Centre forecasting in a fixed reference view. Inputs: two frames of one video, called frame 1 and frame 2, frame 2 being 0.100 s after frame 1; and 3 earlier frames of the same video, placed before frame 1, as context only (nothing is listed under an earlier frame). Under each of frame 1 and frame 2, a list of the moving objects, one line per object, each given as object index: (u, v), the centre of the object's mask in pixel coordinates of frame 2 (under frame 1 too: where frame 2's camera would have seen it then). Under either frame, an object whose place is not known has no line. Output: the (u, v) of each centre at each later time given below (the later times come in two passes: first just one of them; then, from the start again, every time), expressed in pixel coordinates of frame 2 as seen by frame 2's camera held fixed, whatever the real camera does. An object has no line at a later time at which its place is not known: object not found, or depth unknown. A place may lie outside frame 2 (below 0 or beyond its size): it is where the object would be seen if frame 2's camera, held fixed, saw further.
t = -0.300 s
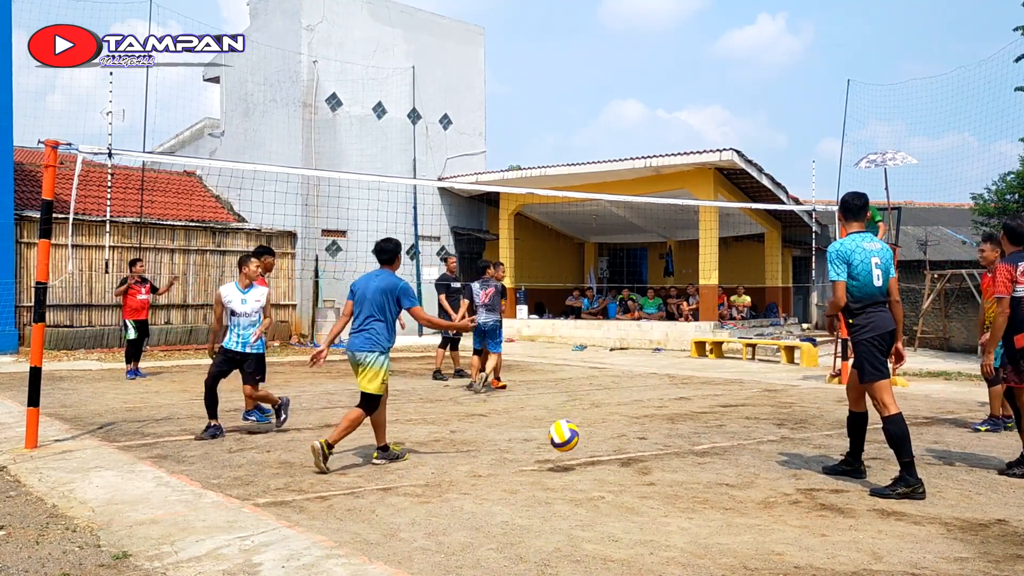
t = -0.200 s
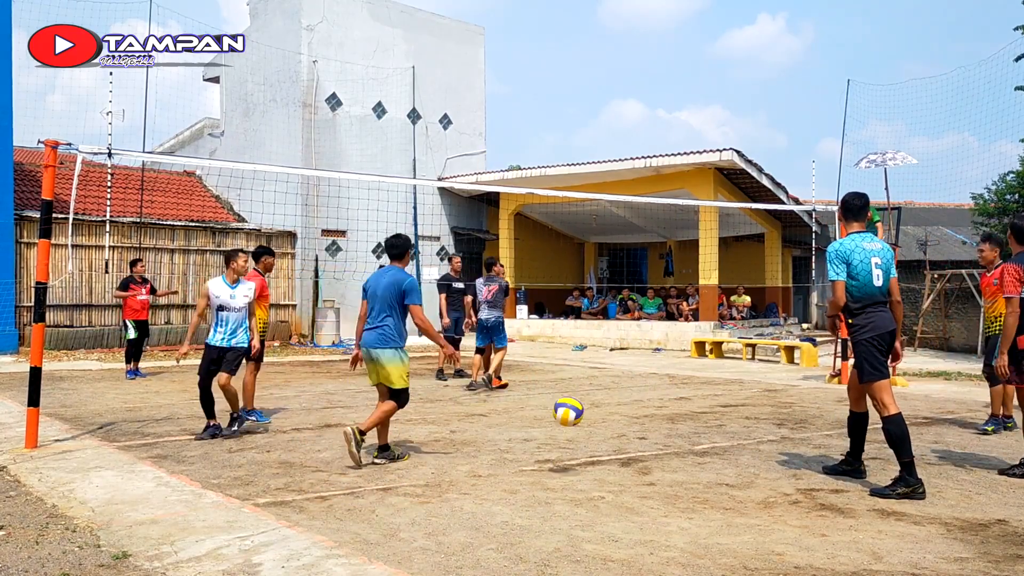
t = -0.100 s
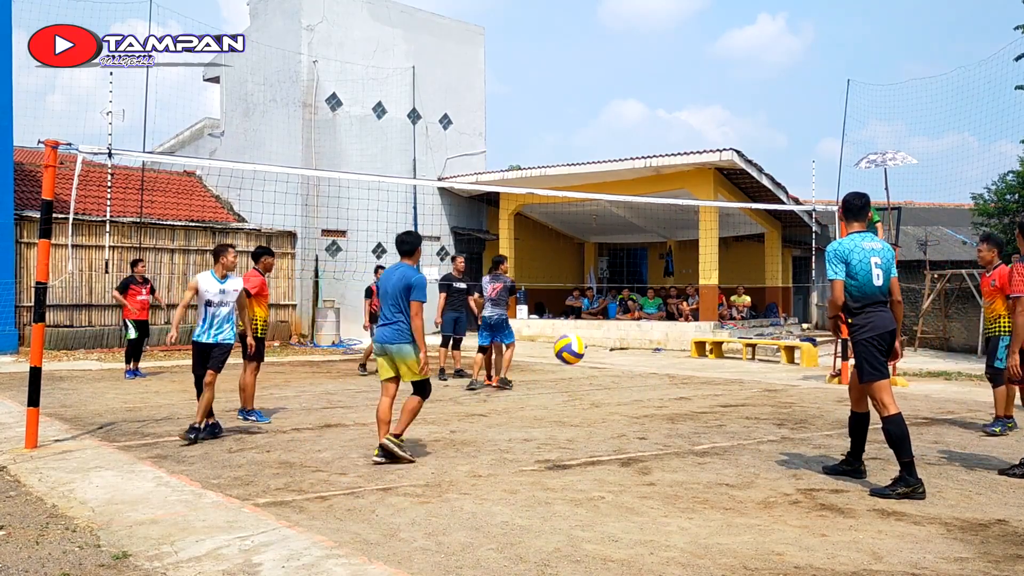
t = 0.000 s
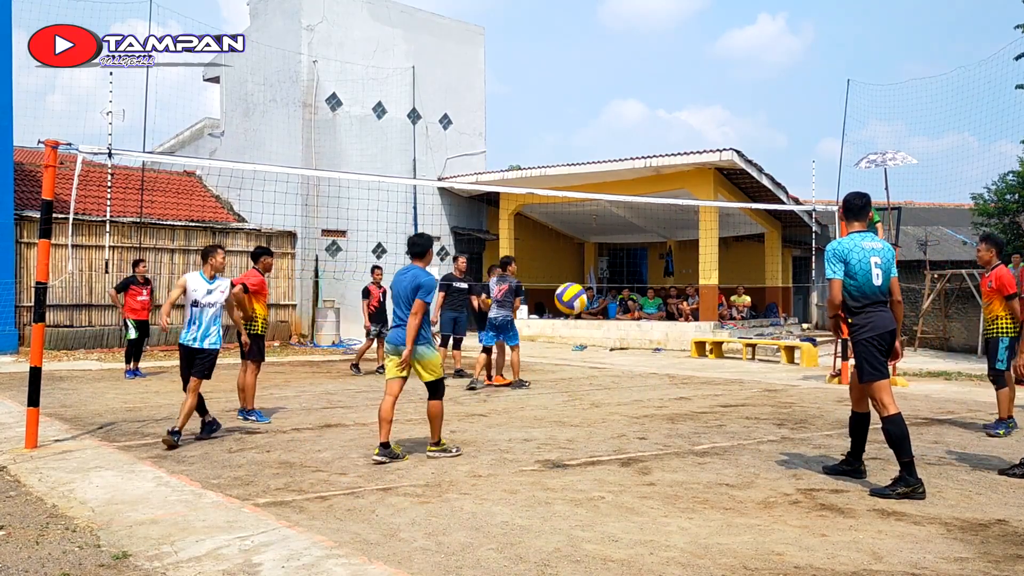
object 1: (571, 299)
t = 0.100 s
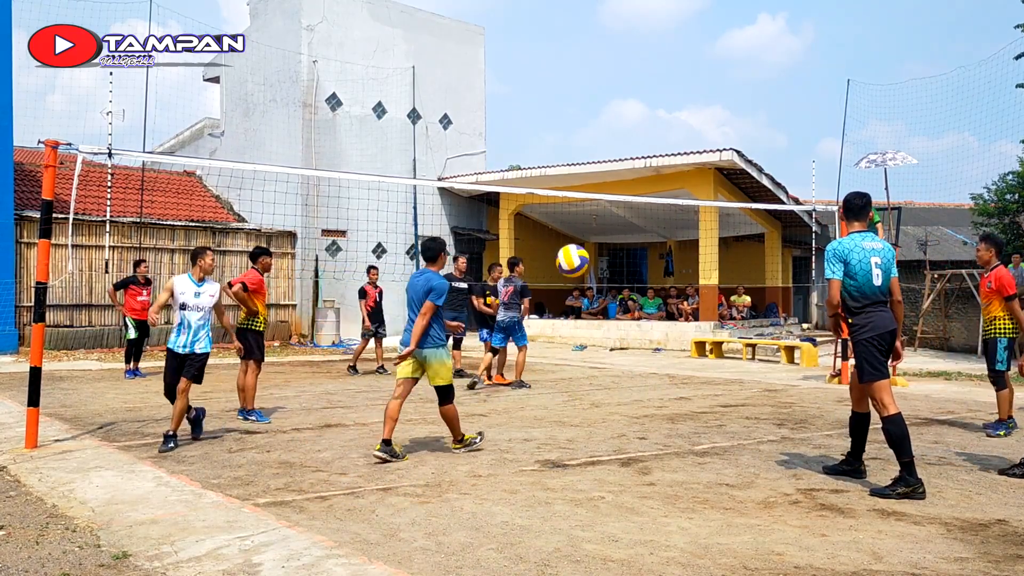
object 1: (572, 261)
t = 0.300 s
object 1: (578, 227)
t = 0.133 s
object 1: (573, 250)
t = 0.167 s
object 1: (574, 243)
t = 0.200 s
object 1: (575, 237)
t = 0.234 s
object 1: (576, 230)
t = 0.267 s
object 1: (577, 228)
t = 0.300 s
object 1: (578, 227)
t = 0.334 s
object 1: (579, 227)
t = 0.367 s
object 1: (580, 229)
